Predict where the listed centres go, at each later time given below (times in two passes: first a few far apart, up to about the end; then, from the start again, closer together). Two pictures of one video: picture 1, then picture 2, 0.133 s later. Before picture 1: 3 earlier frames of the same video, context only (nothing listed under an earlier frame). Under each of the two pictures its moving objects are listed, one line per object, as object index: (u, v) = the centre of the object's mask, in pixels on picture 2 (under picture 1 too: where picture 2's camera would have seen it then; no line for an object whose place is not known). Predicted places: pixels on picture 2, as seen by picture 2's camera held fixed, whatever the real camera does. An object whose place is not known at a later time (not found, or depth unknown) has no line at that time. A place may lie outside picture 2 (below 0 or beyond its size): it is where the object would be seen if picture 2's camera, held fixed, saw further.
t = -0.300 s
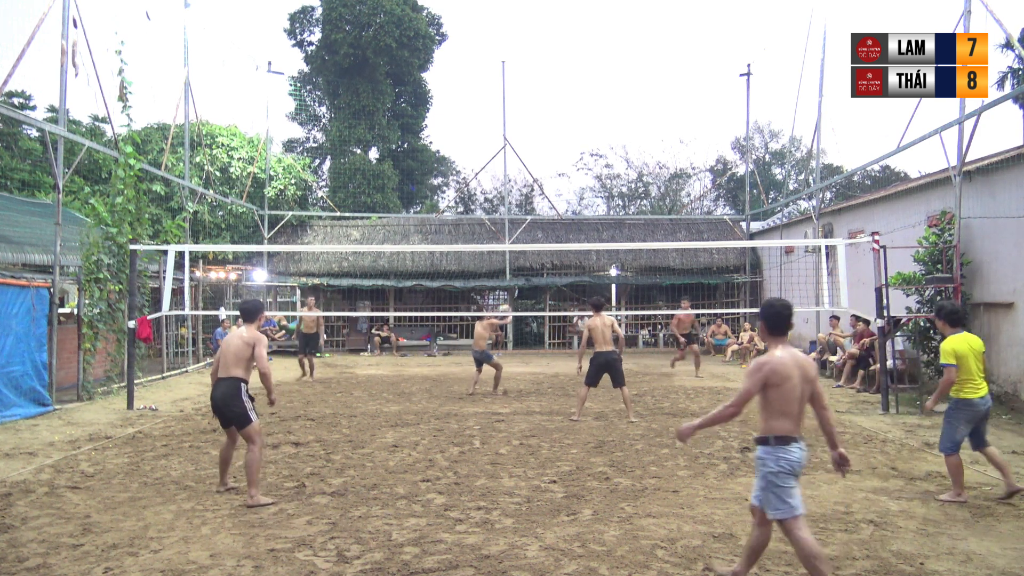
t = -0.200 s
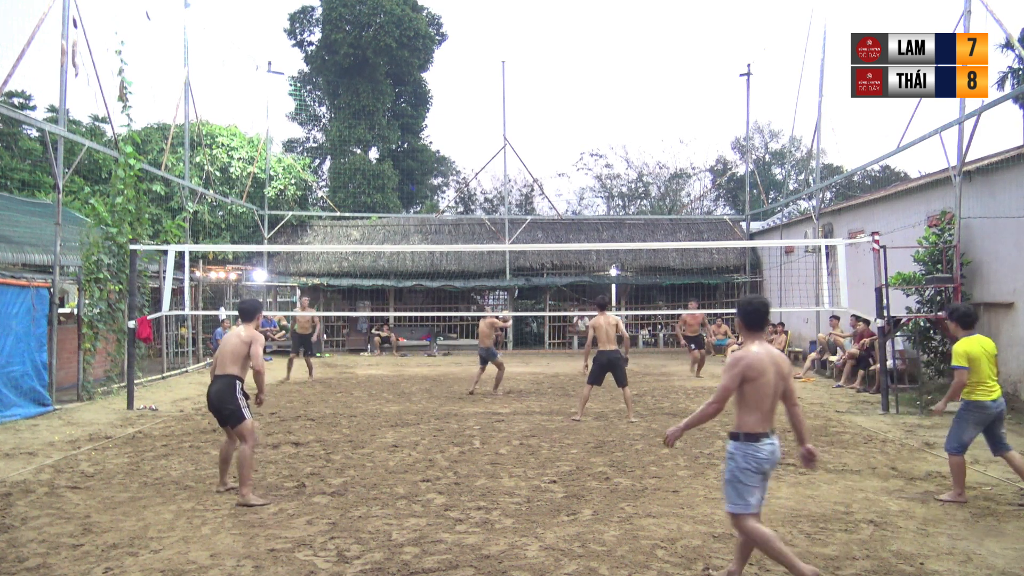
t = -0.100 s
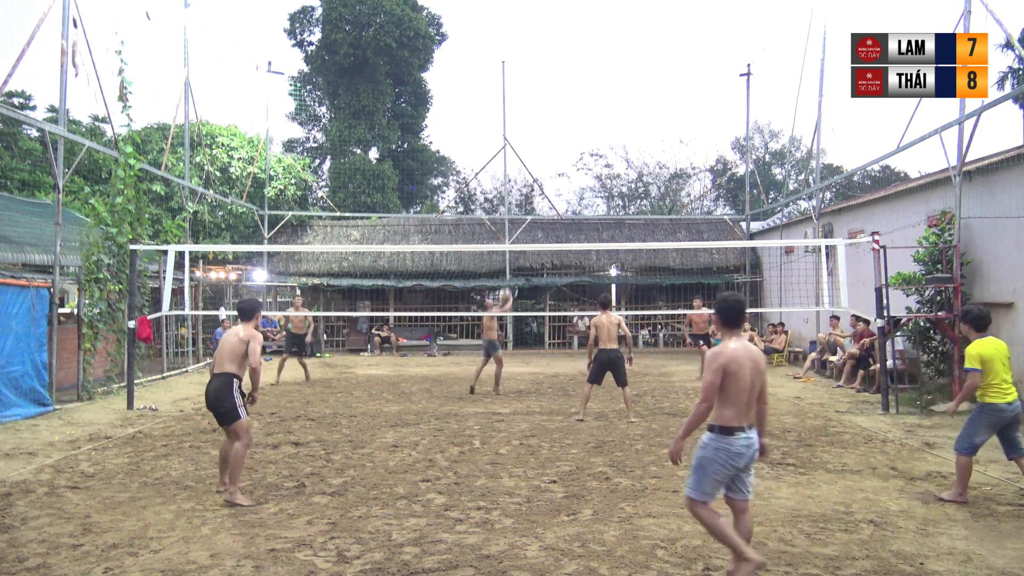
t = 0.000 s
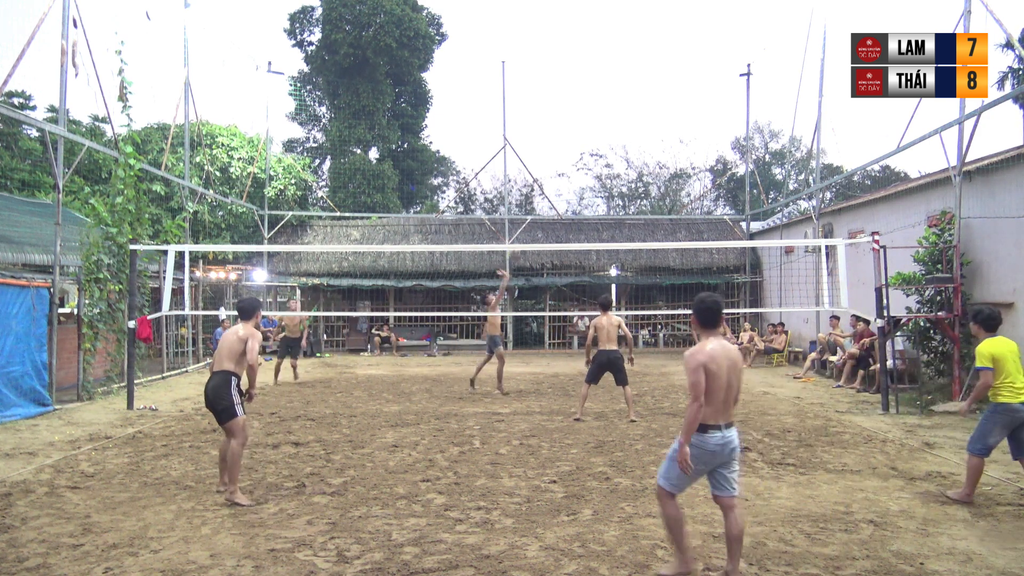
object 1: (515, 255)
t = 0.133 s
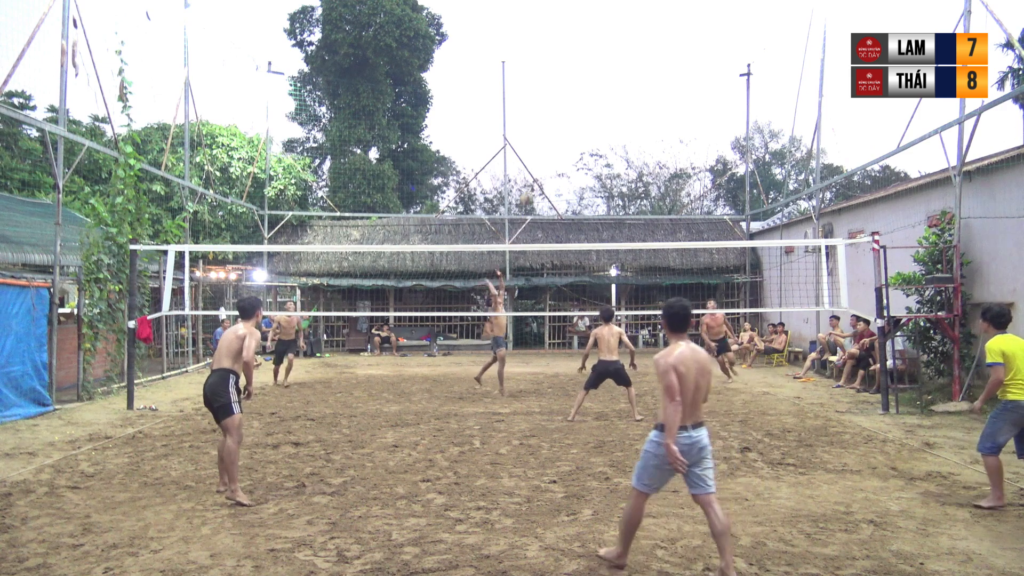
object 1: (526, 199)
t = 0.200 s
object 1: (534, 169)
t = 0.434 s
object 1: (554, 114)
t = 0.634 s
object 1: (573, 88)
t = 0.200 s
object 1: (534, 169)
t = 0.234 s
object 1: (536, 164)
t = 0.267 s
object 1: (539, 154)
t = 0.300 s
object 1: (542, 145)
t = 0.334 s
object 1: (545, 136)
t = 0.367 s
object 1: (548, 128)
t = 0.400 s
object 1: (551, 121)
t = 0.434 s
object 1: (554, 114)
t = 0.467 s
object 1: (557, 108)
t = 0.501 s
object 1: (561, 103)
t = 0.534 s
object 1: (563, 98)
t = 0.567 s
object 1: (567, 94)
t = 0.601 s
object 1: (570, 91)
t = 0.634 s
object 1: (573, 88)
